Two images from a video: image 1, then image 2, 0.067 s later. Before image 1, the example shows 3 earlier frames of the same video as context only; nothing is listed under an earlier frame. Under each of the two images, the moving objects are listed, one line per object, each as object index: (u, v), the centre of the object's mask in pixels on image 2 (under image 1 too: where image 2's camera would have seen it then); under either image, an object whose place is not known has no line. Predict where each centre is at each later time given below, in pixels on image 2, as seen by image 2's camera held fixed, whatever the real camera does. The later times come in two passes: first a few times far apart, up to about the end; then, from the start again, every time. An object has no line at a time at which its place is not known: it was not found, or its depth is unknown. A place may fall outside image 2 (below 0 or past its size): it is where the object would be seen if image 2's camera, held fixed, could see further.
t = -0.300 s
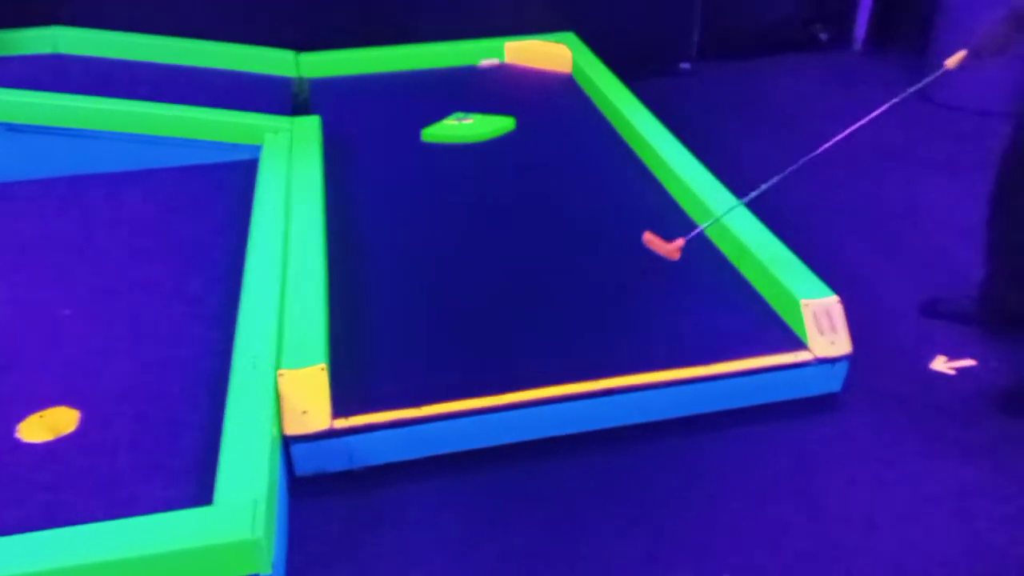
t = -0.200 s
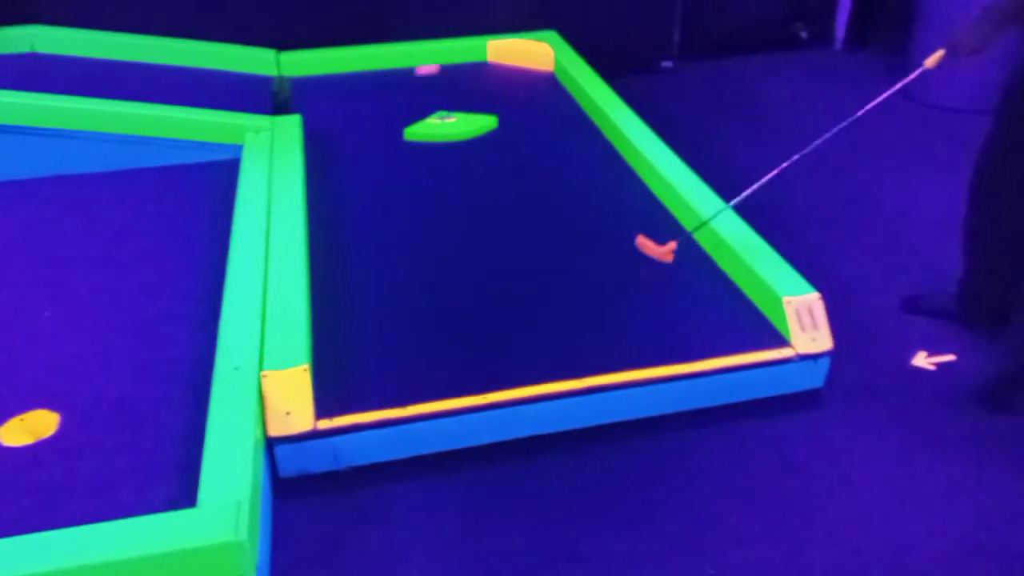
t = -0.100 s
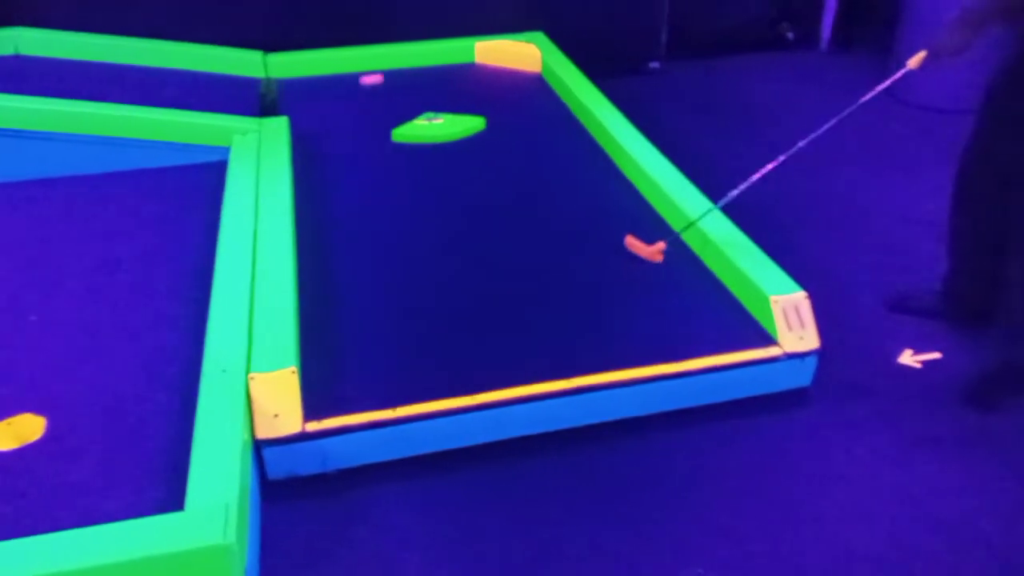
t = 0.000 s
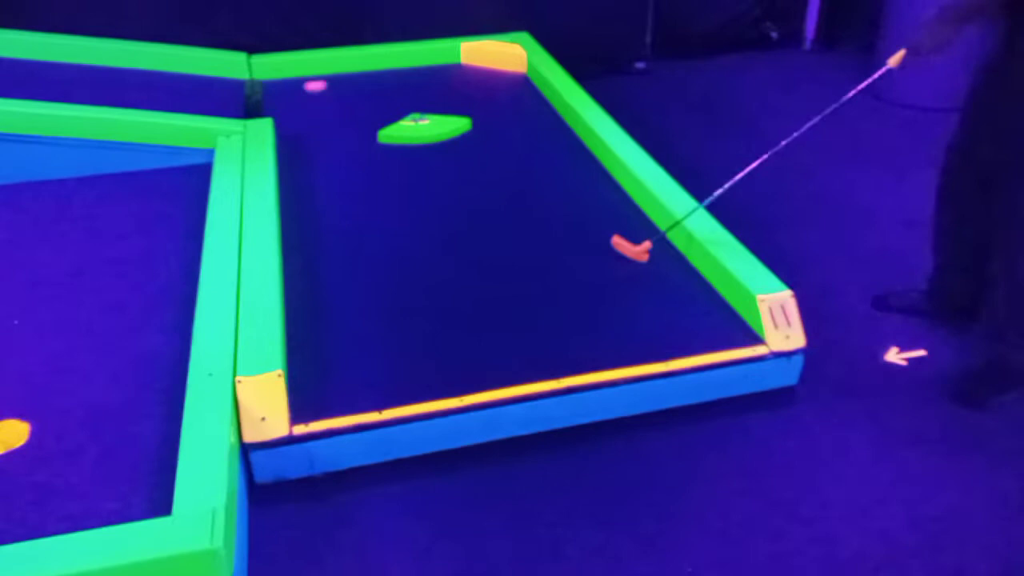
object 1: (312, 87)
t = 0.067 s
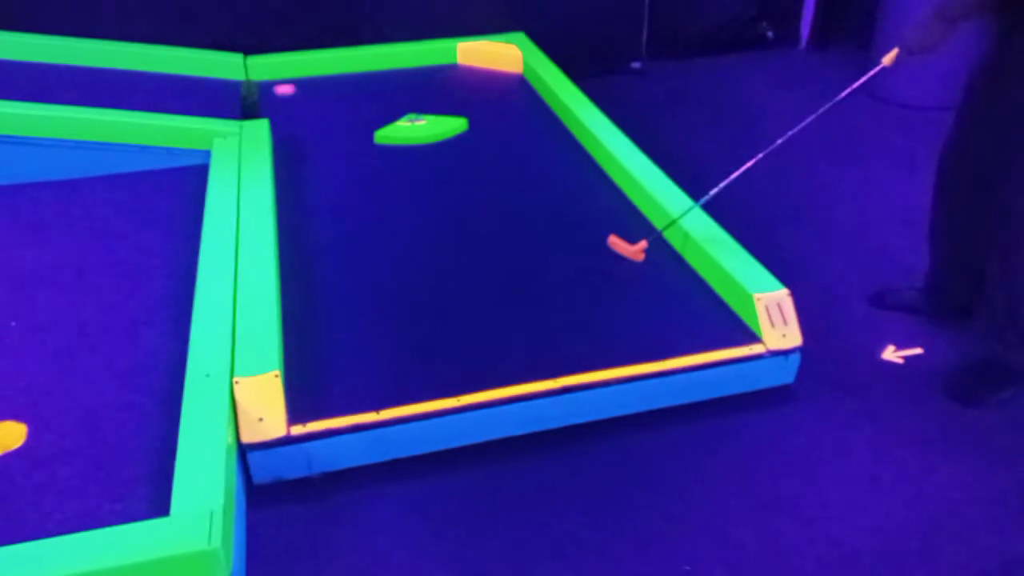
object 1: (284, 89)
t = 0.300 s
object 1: (198, 90)
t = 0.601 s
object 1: (116, 89)
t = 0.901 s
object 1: (71, 89)
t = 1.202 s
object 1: (67, 91)
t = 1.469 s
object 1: (89, 94)
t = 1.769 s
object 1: (142, 99)
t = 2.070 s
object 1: (220, 105)
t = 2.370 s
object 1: (306, 104)
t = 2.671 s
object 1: (382, 97)
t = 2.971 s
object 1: (449, 92)
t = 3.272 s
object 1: (506, 87)
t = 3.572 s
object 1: (516, 86)
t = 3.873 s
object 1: (498, 88)
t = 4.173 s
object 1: (483, 91)
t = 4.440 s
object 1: (473, 92)
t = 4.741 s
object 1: (468, 93)
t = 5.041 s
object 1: (468, 92)
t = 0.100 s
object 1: (271, 90)
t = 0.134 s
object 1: (258, 90)
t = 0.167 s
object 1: (246, 90)
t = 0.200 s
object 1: (234, 92)
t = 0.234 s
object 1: (221, 90)
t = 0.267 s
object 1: (209, 90)
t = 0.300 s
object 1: (198, 90)
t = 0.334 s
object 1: (187, 90)
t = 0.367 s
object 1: (177, 90)
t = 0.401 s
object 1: (167, 90)
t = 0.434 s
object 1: (157, 89)
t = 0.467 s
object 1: (148, 89)
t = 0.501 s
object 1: (139, 89)
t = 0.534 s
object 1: (131, 89)
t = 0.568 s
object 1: (123, 88)
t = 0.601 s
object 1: (116, 89)
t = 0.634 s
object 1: (109, 89)
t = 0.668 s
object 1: (102, 89)
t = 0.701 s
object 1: (96, 89)
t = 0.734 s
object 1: (91, 89)
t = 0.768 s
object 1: (86, 89)
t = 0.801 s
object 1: (81, 89)
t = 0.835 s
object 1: (77, 89)
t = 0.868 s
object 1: (74, 89)
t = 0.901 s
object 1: (71, 89)
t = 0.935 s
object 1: (69, 89)
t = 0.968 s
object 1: (67, 90)
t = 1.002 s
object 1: (65, 90)
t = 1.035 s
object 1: (65, 90)
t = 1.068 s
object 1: (64, 90)
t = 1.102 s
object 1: (64, 91)
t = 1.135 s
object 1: (65, 91)
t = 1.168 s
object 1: (65, 91)
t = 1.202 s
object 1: (67, 91)
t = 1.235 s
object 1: (68, 92)
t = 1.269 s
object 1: (70, 92)
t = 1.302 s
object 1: (72, 92)
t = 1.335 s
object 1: (75, 92)
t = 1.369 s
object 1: (78, 93)
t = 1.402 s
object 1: (81, 93)
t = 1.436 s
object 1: (85, 94)
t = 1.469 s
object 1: (89, 94)
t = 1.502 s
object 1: (94, 95)
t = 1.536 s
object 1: (99, 95)
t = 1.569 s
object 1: (104, 95)
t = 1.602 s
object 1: (109, 96)
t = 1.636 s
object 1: (115, 96)
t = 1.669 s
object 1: (121, 97)
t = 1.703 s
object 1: (128, 98)
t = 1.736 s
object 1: (135, 98)
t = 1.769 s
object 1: (142, 99)
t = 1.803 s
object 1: (149, 100)
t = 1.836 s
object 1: (157, 100)
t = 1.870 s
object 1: (165, 101)
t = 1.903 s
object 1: (173, 102)
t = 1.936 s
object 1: (181, 102)
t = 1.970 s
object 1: (191, 103)
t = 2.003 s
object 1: (200, 104)
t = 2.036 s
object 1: (210, 105)
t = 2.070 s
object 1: (220, 105)
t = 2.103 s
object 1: (230, 106)
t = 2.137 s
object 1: (240, 107)
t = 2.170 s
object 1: (250, 107)
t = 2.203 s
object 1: (259, 104)
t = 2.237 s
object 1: (269, 105)
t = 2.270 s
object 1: (278, 106)
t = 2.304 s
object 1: (288, 105)
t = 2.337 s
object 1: (296, 105)
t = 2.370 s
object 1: (306, 104)
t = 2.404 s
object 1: (314, 103)
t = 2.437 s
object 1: (323, 102)
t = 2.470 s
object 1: (332, 102)
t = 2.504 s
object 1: (341, 101)
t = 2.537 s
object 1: (349, 100)
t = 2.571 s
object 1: (357, 100)
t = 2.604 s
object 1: (366, 99)
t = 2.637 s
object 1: (374, 98)
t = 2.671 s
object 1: (382, 97)
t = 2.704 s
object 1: (390, 97)
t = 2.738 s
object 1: (398, 96)
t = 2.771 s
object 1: (406, 96)
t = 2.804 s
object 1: (413, 95)
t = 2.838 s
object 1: (421, 94)
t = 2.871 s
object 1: (428, 93)
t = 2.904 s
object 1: (435, 93)
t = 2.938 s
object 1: (442, 92)
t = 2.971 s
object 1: (449, 92)
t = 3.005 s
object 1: (456, 91)
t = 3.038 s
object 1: (463, 90)
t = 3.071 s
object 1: (469, 89)
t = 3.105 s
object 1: (474, 88)
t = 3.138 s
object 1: (481, 89)
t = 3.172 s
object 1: (488, 88)
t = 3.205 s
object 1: (494, 88)
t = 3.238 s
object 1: (500, 87)
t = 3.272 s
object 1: (506, 87)
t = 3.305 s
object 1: (512, 86)
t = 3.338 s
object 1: (517, 86)
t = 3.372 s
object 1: (523, 85)
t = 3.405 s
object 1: (527, 85)
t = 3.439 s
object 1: (526, 84)
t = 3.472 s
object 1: (523, 85)
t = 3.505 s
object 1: (520, 86)
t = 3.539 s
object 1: (518, 86)
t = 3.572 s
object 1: (516, 86)
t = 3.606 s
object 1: (514, 87)
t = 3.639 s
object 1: (512, 87)
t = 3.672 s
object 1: (510, 88)
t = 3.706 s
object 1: (508, 88)
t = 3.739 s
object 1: (506, 88)
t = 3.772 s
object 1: (504, 88)
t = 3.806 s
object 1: (502, 88)
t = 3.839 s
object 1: (500, 88)
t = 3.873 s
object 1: (498, 88)
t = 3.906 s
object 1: (496, 89)
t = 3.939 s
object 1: (494, 89)
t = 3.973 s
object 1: (493, 89)
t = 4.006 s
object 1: (491, 90)
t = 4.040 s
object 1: (489, 90)
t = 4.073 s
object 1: (487, 90)
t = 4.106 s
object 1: (486, 91)
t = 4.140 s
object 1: (485, 91)
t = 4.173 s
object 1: (483, 91)
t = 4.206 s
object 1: (481, 91)
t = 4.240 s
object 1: (480, 91)
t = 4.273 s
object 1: (479, 91)
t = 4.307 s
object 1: (477, 91)
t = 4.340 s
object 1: (476, 91)
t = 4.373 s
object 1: (475, 91)
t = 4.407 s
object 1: (474, 91)
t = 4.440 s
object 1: (473, 92)
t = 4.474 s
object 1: (472, 92)
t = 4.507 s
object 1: (472, 92)
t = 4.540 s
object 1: (471, 92)
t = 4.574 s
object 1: (470, 92)
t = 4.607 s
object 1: (469, 93)
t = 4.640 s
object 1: (468, 93)
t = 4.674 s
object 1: (468, 93)
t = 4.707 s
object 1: (467, 93)
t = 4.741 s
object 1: (468, 93)
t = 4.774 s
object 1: (468, 93)
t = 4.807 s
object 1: (468, 93)
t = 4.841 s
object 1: (468, 92)
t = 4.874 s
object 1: (468, 92)
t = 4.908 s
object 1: (468, 92)
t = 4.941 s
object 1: (468, 92)
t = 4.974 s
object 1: (469, 92)
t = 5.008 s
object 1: (468, 92)
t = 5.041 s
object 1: (468, 92)
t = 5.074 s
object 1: (467, 92)
